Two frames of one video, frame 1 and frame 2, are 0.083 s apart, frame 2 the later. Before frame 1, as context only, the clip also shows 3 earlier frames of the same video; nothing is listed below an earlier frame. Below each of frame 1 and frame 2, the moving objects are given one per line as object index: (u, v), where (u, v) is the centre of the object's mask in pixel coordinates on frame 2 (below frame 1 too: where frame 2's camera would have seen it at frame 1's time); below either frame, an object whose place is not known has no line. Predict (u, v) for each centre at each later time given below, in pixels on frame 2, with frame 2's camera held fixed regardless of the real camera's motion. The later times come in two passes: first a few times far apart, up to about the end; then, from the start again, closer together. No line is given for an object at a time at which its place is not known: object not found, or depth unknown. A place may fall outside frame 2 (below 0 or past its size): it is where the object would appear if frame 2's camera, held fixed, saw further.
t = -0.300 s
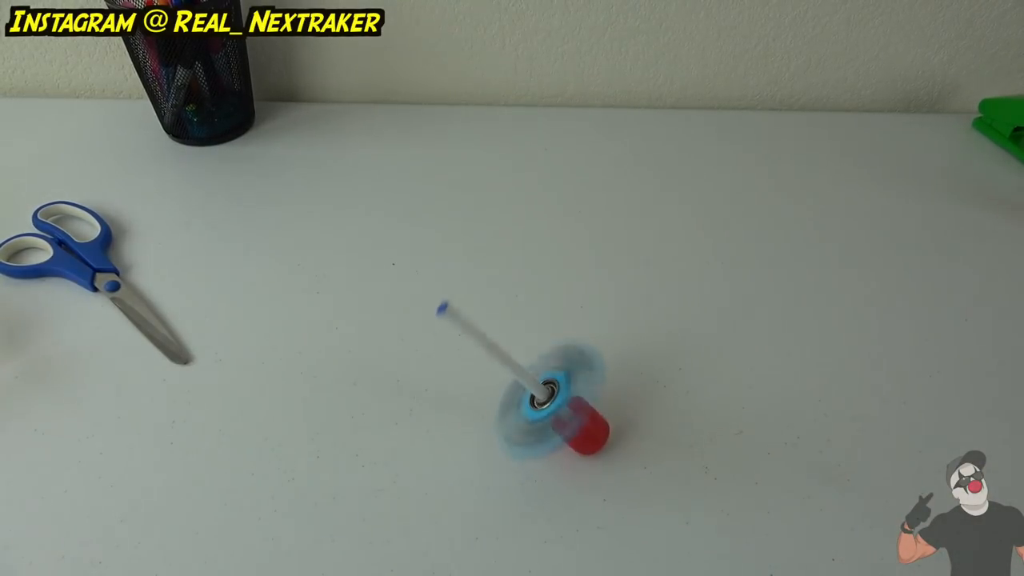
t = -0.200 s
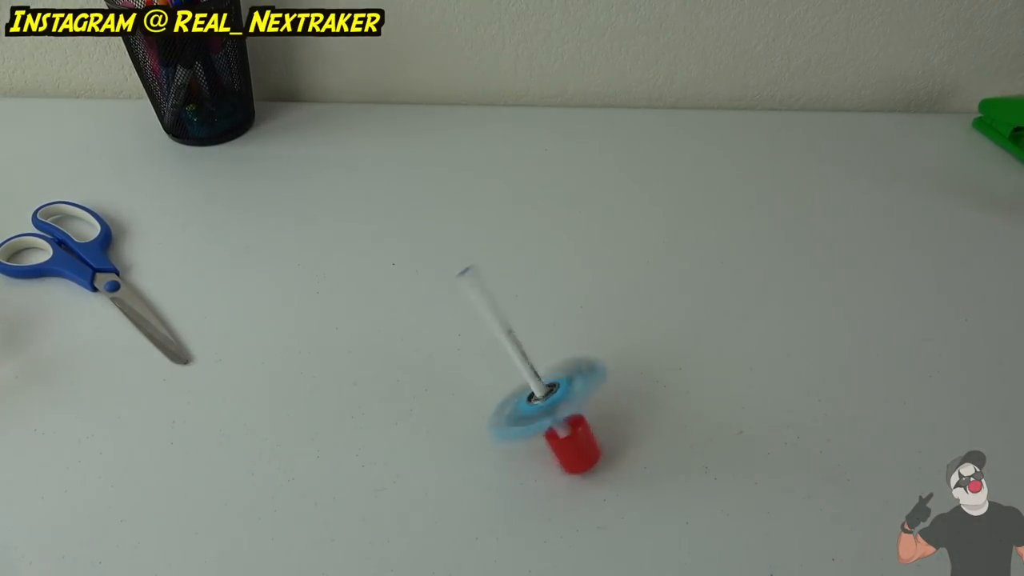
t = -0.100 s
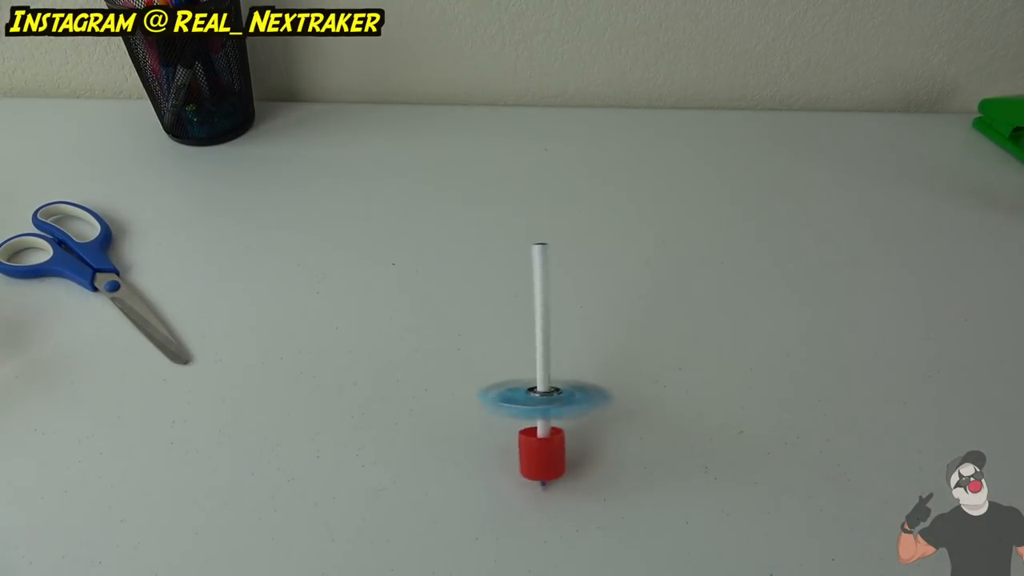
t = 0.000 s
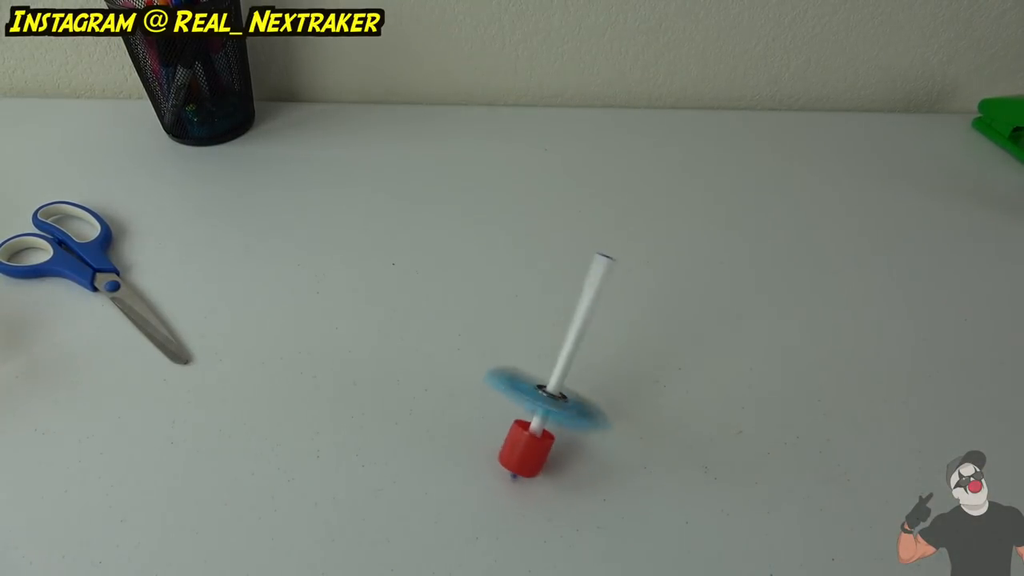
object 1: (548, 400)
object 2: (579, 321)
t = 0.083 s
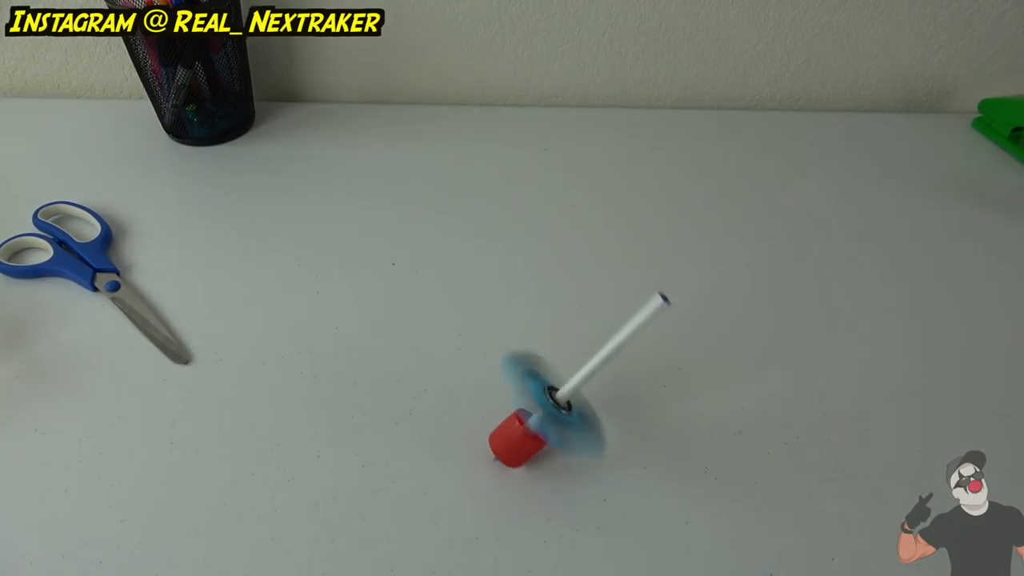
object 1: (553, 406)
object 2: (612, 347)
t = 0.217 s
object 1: (545, 411)
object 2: (617, 393)
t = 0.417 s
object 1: (554, 405)
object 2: (545, 414)
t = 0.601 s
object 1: (541, 387)
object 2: (475, 358)
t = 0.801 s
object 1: (555, 360)
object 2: (551, 278)
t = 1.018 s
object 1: (562, 358)
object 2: (625, 313)
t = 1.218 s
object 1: (555, 350)
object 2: (586, 366)
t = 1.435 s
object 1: (545, 349)
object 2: (490, 317)
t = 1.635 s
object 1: (543, 348)
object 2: (528, 272)
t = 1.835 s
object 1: (557, 356)
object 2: (616, 304)
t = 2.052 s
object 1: (556, 355)
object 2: (580, 358)
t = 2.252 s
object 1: (562, 353)
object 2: (503, 333)
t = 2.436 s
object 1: (563, 330)
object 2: (543, 259)
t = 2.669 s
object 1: (565, 328)
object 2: (622, 289)
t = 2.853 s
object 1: (557, 331)
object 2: (575, 343)
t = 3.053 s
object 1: (549, 329)
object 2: (496, 289)
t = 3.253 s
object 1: (553, 326)
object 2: (552, 248)
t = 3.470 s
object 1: (562, 334)
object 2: (626, 311)
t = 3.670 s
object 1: (570, 331)
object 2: (543, 327)
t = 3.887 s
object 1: (560, 311)
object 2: (528, 240)
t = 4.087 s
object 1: (552, 312)
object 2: (603, 257)
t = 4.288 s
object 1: (550, 314)
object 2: (560, 318)
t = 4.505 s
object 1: (550, 313)
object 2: (499, 269)
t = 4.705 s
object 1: (563, 305)
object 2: (602, 243)
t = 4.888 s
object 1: (560, 302)
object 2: (610, 299)
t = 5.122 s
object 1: (549, 301)
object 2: (493, 260)
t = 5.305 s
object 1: (549, 301)
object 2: (563, 229)
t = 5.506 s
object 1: (551, 302)
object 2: (598, 294)
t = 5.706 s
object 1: (555, 305)
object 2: (495, 280)
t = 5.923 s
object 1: (553, 298)
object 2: (581, 230)
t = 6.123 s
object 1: (550, 306)
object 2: (591, 317)
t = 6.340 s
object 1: (553, 300)
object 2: (501, 262)
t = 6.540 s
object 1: (544, 288)
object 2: (595, 234)
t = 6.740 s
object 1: (549, 293)
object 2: (551, 301)
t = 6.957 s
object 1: (552, 284)
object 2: (504, 230)
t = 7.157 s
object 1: (536, 271)
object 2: (594, 241)
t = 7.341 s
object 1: (540, 284)
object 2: (494, 287)
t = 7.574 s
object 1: (548, 270)
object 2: (566, 197)
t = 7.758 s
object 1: (529, 266)
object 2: (569, 265)
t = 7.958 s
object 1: (539, 272)
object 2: (488, 219)
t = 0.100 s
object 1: (553, 407)
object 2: (614, 352)
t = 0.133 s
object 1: (552, 409)
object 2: (621, 365)
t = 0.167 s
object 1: (551, 413)
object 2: (620, 377)
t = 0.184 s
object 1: (549, 413)
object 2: (621, 383)
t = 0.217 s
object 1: (545, 411)
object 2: (617, 393)
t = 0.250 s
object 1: (547, 410)
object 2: (611, 401)
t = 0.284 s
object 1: (547, 407)
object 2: (602, 405)
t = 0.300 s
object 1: (541, 402)
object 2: (603, 409)
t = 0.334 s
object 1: (550, 406)
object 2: (582, 420)
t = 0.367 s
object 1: (550, 402)
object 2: (574, 417)
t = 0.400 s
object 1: (555, 405)
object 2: (554, 413)
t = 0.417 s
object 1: (554, 405)
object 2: (545, 414)
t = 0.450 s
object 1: (557, 399)
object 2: (533, 414)
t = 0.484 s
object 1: (555, 403)
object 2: (519, 405)
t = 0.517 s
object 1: (552, 399)
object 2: (502, 400)
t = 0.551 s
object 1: (548, 398)
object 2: (487, 385)
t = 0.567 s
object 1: (545, 398)
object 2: (482, 379)
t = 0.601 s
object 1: (541, 387)
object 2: (475, 358)
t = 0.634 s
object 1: (539, 386)
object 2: (478, 341)
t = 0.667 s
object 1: (539, 378)
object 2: (483, 322)
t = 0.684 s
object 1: (540, 376)
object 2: (487, 313)
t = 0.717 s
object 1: (543, 370)
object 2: (499, 301)
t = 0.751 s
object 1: (549, 364)
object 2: (522, 287)
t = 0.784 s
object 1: (554, 361)
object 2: (540, 283)
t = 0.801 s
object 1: (555, 360)
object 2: (551, 278)
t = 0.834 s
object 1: (564, 360)
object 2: (574, 282)
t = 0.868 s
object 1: (564, 359)
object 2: (591, 285)
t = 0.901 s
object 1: (566, 360)
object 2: (605, 292)
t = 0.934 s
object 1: (567, 361)
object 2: (615, 295)
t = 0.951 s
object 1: (566, 361)
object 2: (619, 300)
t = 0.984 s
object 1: (563, 358)
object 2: (622, 307)
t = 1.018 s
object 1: (562, 358)
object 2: (625, 313)
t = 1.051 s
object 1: (561, 355)
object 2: (628, 320)
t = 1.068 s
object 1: (559, 356)
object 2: (631, 327)
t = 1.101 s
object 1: (558, 351)
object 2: (623, 340)
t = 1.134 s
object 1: (558, 352)
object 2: (615, 346)
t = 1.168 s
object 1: (557, 350)
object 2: (605, 352)
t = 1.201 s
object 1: (548, 347)
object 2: (595, 360)
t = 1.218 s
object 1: (555, 350)
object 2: (586, 366)
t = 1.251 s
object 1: (555, 353)
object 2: (564, 369)
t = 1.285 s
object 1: (554, 353)
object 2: (537, 370)
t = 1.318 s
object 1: (553, 353)
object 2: (519, 357)
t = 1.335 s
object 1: (553, 352)
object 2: (512, 353)
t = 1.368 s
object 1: (552, 354)
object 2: (500, 342)
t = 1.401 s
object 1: (549, 350)
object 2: (493, 330)
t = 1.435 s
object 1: (545, 349)
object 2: (490, 317)
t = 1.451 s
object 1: (546, 350)
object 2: (490, 309)
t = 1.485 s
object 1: (547, 347)
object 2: (495, 303)
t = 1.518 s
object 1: (547, 351)
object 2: (496, 293)
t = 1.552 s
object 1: (545, 350)
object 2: (497, 289)
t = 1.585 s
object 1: (542, 349)
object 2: (507, 276)
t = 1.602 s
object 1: (543, 349)
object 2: (516, 271)
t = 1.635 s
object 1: (543, 348)
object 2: (528, 272)
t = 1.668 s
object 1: (544, 349)
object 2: (541, 270)
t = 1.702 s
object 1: (546, 348)
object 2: (553, 271)
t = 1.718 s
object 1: (546, 348)
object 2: (561, 271)
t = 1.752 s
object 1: (551, 348)
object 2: (580, 276)
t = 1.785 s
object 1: (554, 350)
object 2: (599, 281)
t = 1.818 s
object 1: (555, 353)
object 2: (613, 298)
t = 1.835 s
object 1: (557, 356)
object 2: (616, 304)
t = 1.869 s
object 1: (555, 356)
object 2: (623, 317)
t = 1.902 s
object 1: (553, 359)
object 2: (619, 331)
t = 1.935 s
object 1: (549, 357)
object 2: (617, 340)
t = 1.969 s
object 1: (551, 358)
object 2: (607, 348)
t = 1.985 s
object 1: (546, 358)
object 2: (604, 351)
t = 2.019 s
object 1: (553, 356)
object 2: (594, 358)
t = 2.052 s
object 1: (556, 355)
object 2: (580, 358)
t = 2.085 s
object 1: (559, 354)
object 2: (569, 362)
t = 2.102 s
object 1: (560, 354)
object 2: (559, 360)
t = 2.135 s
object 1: (562, 351)
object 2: (547, 356)
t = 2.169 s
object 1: (564, 357)
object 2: (534, 352)
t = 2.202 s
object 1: (566, 358)
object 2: (522, 346)
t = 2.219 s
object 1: (564, 354)
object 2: (517, 344)
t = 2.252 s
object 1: (562, 353)
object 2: (503, 333)
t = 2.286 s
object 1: (557, 349)
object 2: (496, 319)
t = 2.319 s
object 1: (553, 346)
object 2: (495, 300)
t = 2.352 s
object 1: (555, 340)
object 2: (501, 282)
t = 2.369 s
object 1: (555, 338)
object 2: (508, 276)
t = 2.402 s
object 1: (558, 335)
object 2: (522, 263)
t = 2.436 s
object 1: (563, 330)
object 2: (543, 259)
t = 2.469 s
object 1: (570, 329)
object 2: (562, 253)
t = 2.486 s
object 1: (571, 330)
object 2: (574, 251)
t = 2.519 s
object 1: (570, 330)
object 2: (589, 257)
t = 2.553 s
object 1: (568, 329)
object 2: (601, 259)
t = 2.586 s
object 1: (567, 328)
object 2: (610, 265)
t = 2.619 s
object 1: (566, 330)
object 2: (620, 271)
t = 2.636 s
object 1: (565, 328)
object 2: (624, 277)
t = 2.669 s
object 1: (565, 328)
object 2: (622, 289)
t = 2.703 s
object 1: (561, 329)
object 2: (623, 295)
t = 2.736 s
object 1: (558, 326)
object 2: (621, 303)
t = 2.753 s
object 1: (558, 329)
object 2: (621, 308)
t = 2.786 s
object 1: (560, 329)
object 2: (619, 325)
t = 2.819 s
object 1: (558, 330)
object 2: (598, 337)
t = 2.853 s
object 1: (557, 331)
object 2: (575, 343)
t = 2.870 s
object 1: (557, 331)
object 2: (560, 338)
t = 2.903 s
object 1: (554, 330)
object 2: (538, 336)
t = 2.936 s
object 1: (555, 327)
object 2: (522, 330)
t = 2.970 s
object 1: (553, 330)
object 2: (507, 318)
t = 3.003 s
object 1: (551, 330)
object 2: (499, 309)
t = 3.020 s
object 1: (551, 329)
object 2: (495, 303)
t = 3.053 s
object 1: (549, 329)
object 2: (496, 289)
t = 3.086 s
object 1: (548, 328)
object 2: (497, 282)
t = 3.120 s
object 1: (549, 328)
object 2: (500, 270)
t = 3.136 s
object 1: (548, 329)
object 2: (507, 268)
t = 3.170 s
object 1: (549, 328)
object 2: (517, 260)
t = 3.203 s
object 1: (551, 327)
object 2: (529, 252)
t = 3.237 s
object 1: (555, 326)
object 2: (544, 252)
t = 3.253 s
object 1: (553, 326)
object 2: (552, 248)
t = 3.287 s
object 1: (562, 326)
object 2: (574, 250)
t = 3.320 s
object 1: (562, 327)
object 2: (596, 255)
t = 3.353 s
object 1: (564, 328)
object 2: (619, 264)
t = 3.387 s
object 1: (565, 330)
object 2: (627, 285)
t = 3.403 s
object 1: (566, 334)
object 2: (627, 290)
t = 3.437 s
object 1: (564, 332)
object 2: (630, 300)
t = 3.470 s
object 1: (562, 334)
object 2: (626, 311)
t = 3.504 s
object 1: (560, 333)
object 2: (620, 319)
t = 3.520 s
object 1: (565, 331)
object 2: (616, 324)
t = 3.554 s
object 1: (563, 333)
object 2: (602, 328)
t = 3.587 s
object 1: (567, 330)
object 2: (590, 335)
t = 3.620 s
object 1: (568, 330)
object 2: (567, 335)
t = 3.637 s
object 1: (568, 330)
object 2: (558, 332)
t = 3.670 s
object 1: (570, 331)
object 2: (543, 327)
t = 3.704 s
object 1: (572, 327)
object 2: (526, 321)
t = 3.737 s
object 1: (565, 326)
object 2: (513, 312)
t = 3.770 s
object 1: (559, 327)
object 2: (500, 300)
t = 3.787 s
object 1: (556, 322)
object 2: (496, 289)
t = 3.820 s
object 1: (556, 318)
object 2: (498, 270)
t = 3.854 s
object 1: (555, 315)
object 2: (507, 256)
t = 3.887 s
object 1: (560, 311)
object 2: (528, 240)
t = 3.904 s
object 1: (554, 312)
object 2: (539, 239)
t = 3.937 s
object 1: (561, 311)
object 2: (553, 238)
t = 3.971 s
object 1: (560, 312)
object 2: (569, 238)
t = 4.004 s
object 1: (555, 311)
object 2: (581, 242)
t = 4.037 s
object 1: (554, 310)
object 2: (592, 246)
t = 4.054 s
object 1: (553, 311)
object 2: (597, 250)
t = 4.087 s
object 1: (552, 312)
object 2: (603, 257)
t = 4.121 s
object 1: (552, 312)
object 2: (610, 265)
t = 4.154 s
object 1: (551, 311)
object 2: (613, 278)
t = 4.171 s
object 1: (551, 313)
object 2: (614, 284)
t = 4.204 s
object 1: (549, 314)
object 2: (614, 300)
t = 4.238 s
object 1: (551, 315)
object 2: (595, 316)
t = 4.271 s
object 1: (547, 308)
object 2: (574, 319)
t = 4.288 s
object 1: (550, 314)
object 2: (560, 318)
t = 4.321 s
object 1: (551, 312)
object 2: (545, 313)
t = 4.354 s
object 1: (552, 311)
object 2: (532, 307)
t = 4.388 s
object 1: (555, 312)
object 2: (518, 304)
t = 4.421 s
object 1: (554, 316)
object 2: (509, 293)
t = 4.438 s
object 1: (554, 312)
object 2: (503, 289)
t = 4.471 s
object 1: (554, 312)
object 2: (498, 282)
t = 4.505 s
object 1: (550, 313)
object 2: (499, 269)
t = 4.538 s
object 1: (550, 311)
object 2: (501, 256)
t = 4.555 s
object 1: (551, 309)
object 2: (507, 252)
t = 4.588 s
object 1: (550, 308)
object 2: (521, 237)
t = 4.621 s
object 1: (557, 305)
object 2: (543, 232)
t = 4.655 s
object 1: (565, 305)
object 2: (568, 228)
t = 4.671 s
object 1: (558, 303)
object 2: (582, 228)
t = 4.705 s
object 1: (563, 305)
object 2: (602, 243)
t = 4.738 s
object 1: (563, 306)
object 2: (613, 247)
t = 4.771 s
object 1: (561, 306)
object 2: (619, 258)
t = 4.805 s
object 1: (561, 306)
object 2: (618, 267)
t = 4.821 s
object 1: (564, 307)
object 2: (621, 271)
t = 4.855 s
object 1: (567, 310)
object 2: (622, 286)
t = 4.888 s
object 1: (560, 302)
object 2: (610, 299)
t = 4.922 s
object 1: (555, 304)
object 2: (593, 308)
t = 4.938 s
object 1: (556, 303)
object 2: (584, 312)
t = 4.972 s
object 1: (558, 304)
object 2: (556, 309)
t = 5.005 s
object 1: (556, 303)
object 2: (531, 313)
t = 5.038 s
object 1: (553, 307)
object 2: (509, 305)
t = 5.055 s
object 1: (550, 305)
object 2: (497, 296)
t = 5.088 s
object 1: (548, 301)
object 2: (491, 276)
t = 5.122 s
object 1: (549, 301)
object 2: (493, 260)
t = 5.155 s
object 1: (548, 302)
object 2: (497, 245)
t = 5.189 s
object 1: (548, 303)
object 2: (512, 235)
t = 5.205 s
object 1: (548, 303)
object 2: (518, 233)
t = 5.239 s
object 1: (549, 302)
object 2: (532, 227)
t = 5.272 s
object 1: (548, 302)
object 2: (547, 228)
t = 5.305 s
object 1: (549, 301)
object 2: (563, 229)
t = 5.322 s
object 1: (559, 302)
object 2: (574, 227)
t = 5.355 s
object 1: (556, 301)
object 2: (601, 234)
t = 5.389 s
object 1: (560, 306)
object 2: (619, 251)
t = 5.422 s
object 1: (560, 308)
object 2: (626, 273)
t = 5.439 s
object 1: (558, 305)
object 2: (627, 281)
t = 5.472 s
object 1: (554, 304)
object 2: (609, 292)
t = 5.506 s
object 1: (551, 302)
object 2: (598, 294)
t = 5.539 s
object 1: (551, 304)
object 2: (585, 298)
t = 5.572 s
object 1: (555, 303)
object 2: (571, 304)
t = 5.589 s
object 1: (558, 302)
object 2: (565, 307)
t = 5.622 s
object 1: (556, 305)
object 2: (535, 312)
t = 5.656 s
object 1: (558, 308)
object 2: (513, 303)
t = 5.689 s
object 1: (556, 306)
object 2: (499, 288)
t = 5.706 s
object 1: (555, 305)
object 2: (495, 280)
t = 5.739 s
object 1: (553, 301)
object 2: (495, 258)
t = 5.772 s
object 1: (553, 300)
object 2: (504, 241)
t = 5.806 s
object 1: (554, 298)
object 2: (519, 230)
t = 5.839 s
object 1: (550, 298)
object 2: (538, 223)
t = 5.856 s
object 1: (559, 297)
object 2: (549, 221)
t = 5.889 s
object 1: (555, 298)
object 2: (567, 227)
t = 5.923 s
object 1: (553, 298)
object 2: (581, 230)
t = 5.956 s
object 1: (551, 298)
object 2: (594, 238)
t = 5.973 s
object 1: (551, 298)
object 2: (599, 242)
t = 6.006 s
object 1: (553, 301)
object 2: (610, 251)
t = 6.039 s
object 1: (554, 302)
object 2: (626, 266)
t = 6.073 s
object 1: (554, 304)
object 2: (622, 291)
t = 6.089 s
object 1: (554, 306)
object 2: (615, 302)
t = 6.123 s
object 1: (550, 306)
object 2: (591, 317)
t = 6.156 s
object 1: (555, 305)
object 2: (558, 311)
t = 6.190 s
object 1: (558, 302)
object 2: (537, 302)
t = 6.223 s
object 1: (565, 302)
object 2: (526, 292)
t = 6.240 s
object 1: (563, 303)
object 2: (520, 286)
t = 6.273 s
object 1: (562, 303)
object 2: (513, 275)
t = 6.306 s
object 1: (560, 298)
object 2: (508, 270)
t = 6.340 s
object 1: (553, 300)
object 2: (501, 262)
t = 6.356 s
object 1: (553, 298)
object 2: (497, 251)
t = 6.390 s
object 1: (549, 296)
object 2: (503, 238)
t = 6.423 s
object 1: (548, 291)
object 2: (523, 222)
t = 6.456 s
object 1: (551, 289)
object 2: (558, 215)
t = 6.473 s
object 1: (556, 291)
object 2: (574, 217)
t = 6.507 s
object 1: (549, 289)
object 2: (590, 229)
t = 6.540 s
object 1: (544, 288)
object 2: (595, 234)
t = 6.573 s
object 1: (542, 288)
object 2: (596, 243)
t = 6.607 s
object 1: (541, 287)
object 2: (597, 251)
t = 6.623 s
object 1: (542, 288)
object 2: (601, 254)
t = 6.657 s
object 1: (544, 290)
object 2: (609, 271)
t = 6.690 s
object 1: (553, 286)
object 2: (595, 296)
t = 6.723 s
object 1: (547, 291)
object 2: (564, 304)
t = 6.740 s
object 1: (549, 293)
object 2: (551, 301)
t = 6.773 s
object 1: (550, 294)
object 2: (520, 296)
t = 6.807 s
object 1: (556, 291)
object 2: (508, 277)
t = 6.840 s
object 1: (560, 290)
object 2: (507, 262)
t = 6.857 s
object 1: (559, 288)
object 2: (507, 258)
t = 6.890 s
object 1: (556, 288)
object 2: (507, 250)
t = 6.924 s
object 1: (555, 287)
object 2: (502, 239)
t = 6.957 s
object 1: (552, 284)
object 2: (504, 230)
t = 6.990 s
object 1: (555, 278)
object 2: (515, 216)
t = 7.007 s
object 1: (551, 278)
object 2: (529, 207)
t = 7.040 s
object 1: (549, 276)
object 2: (565, 206)
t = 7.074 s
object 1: (546, 273)
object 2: (591, 213)
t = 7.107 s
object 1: (543, 273)
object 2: (601, 227)
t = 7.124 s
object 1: (541, 273)
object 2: (601, 233)
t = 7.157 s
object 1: (536, 271)
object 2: (594, 241)
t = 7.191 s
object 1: (534, 271)
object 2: (592, 248)
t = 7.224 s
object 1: (533, 273)
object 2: (591, 265)
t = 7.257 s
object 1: (534, 275)
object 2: (574, 284)
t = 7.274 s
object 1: (529, 276)
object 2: (559, 289)
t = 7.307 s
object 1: (535, 280)
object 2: (532, 292)
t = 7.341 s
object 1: (540, 284)
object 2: (494, 287)
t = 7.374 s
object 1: (540, 285)
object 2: (481, 264)
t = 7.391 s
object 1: (543, 279)
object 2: (481, 253)
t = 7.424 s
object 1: (544, 278)
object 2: (489, 238)
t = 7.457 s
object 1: (545, 276)
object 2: (492, 224)
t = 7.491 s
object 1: (547, 273)
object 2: (505, 217)
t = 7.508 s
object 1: (542, 274)
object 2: (512, 211)
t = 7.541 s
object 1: (547, 271)
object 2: (531, 199)
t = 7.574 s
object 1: (548, 270)
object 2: (566, 197)
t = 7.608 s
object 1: (543, 266)
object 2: (597, 211)
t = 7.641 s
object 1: (542, 268)
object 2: (607, 229)
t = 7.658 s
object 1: (538, 265)
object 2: (604, 238)
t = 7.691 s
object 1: (535, 265)
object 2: (594, 250)
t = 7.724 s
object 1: (545, 270)
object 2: (581, 256)
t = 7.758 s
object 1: (529, 266)
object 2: (569, 265)
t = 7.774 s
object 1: (532, 267)
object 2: (558, 270)
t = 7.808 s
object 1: (531, 270)
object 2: (532, 276)
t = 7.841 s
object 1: (530, 277)
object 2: (499, 279)
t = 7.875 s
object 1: (536, 276)
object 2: (480, 264)
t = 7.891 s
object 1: (535, 276)
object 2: (475, 256)
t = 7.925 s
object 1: (535, 276)
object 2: (476, 233)
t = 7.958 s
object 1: (539, 272)
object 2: (488, 219)
